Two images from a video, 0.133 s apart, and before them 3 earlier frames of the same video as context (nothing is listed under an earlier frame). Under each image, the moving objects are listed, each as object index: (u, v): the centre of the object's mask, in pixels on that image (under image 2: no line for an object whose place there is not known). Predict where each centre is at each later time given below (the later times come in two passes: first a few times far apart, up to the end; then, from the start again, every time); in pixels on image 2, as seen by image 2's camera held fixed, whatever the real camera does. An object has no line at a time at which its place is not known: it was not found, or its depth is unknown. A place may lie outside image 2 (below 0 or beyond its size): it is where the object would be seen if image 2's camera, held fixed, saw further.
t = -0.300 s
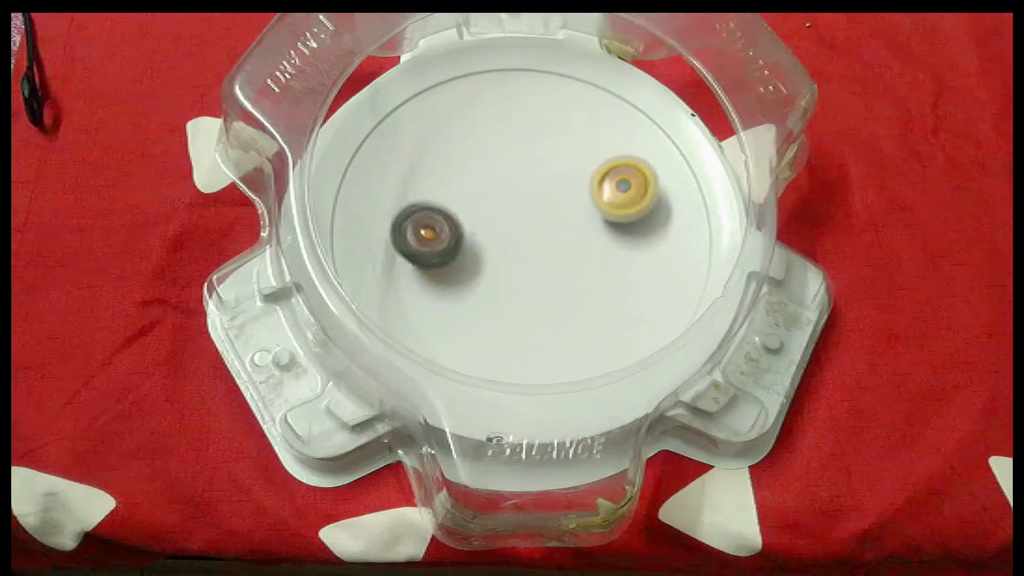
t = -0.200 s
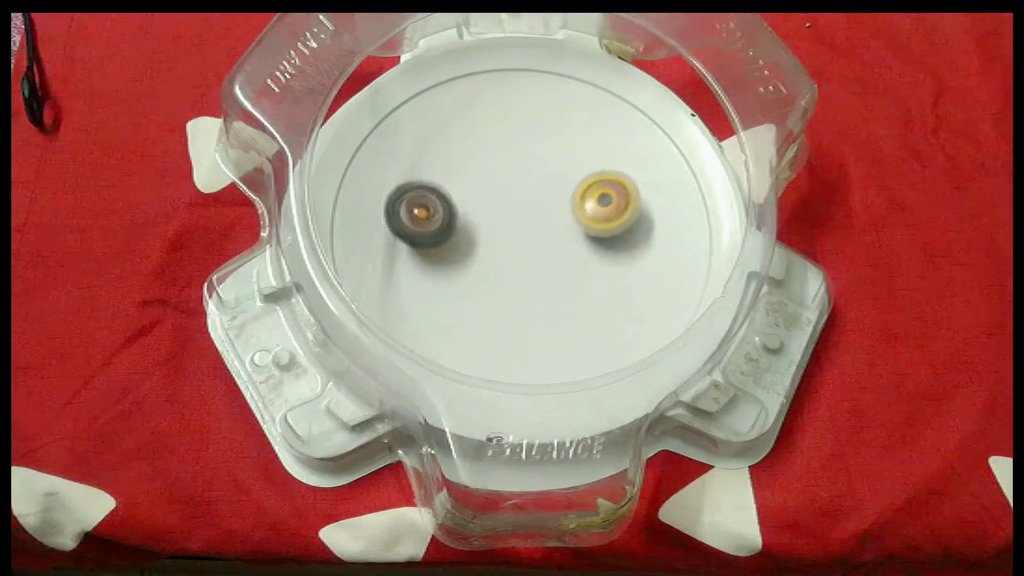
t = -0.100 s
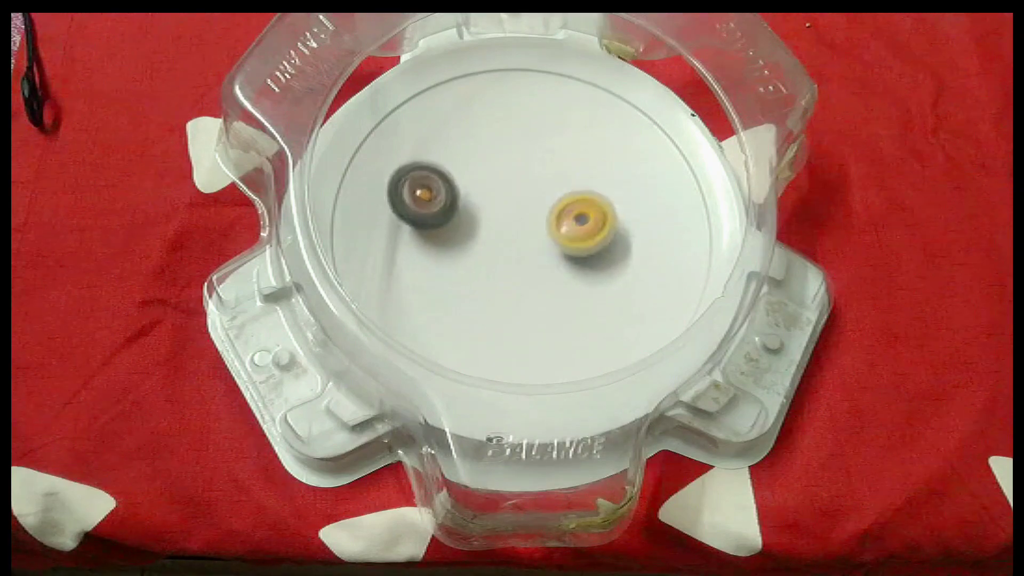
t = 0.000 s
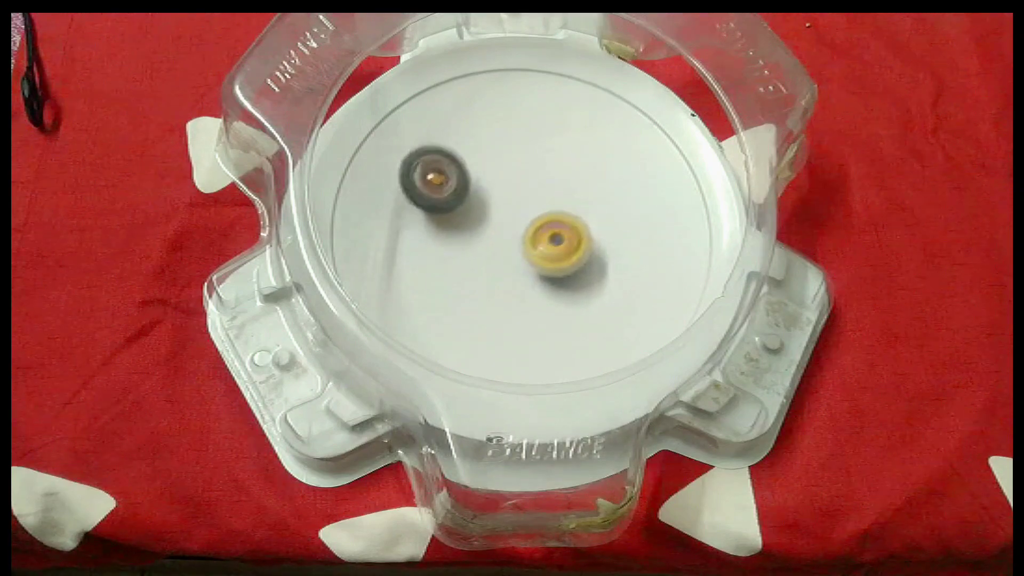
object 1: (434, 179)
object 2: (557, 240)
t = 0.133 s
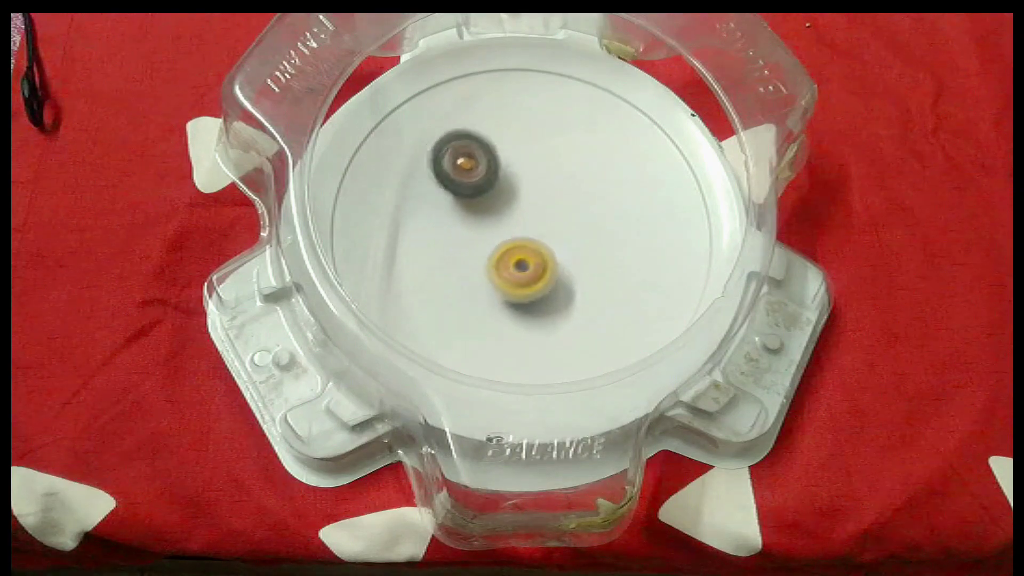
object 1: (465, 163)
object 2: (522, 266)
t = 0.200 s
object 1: (483, 157)
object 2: (506, 280)
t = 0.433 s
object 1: (552, 147)
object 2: (478, 303)
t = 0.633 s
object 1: (600, 148)
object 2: (484, 276)
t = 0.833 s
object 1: (613, 172)
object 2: (492, 221)
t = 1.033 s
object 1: (591, 221)
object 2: (498, 165)
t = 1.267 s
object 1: (545, 277)
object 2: (500, 130)
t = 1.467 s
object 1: (506, 301)
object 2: (516, 151)
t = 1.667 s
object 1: (474, 293)
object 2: (554, 190)
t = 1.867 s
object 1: (463, 253)
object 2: (589, 223)
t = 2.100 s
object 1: (471, 194)
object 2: (603, 243)
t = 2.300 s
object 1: (491, 151)
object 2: (571, 246)
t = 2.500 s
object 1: (522, 133)
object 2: (519, 247)
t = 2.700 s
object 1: (556, 147)
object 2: (473, 246)
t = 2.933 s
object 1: (588, 192)
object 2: (459, 237)
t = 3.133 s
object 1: (595, 235)
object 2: (482, 214)
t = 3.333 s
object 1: (576, 271)
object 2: (513, 183)
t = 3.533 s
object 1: (540, 287)
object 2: (541, 160)
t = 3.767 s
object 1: (499, 268)
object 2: (554, 160)
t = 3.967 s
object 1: (469, 231)
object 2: (553, 189)
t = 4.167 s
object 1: (458, 192)
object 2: (550, 230)
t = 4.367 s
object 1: (472, 168)
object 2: (547, 261)
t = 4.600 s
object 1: (521, 163)
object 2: (534, 264)
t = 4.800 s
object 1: (567, 174)
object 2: (516, 249)
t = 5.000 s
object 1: (596, 194)
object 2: (500, 222)
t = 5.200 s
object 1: (593, 221)
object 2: (489, 195)
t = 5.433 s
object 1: (555, 254)
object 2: (494, 182)
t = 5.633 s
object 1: (510, 270)
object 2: (514, 186)
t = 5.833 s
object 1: (476, 269)
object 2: (541, 202)
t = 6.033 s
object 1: (467, 247)
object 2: (566, 213)
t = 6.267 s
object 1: (486, 206)
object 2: (571, 223)
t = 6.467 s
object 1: (511, 167)
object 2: (554, 228)
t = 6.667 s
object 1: (533, 144)
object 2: (536, 241)
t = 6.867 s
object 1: (550, 152)
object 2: (516, 246)
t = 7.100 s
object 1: (562, 196)
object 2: (502, 238)
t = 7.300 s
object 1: (579, 233)
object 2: (472, 229)
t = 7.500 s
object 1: (576, 262)
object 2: (467, 219)
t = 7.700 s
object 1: (549, 270)
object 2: (492, 206)
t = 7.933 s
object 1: (503, 259)
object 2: (532, 185)
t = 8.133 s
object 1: (477, 236)
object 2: (562, 171)
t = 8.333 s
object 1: (472, 204)
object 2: (577, 175)
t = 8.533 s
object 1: (485, 180)
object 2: (568, 199)
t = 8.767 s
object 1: (517, 169)
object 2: (546, 238)
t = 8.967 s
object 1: (549, 179)
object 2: (520, 262)
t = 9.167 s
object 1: (570, 203)
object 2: (499, 269)
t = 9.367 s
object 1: (570, 232)
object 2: (495, 248)
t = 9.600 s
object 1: (569, 256)
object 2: (483, 207)
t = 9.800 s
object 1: (545, 253)
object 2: (494, 174)
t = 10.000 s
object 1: (512, 235)
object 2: (521, 161)
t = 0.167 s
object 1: (474, 160)
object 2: (514, 273)
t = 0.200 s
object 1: (483, 157)
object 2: (506, 280)
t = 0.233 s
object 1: (493, 155)
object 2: (500, 285)
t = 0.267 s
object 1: (503, 152)
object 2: (493, 290)
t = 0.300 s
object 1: (512, 150)
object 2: (489, 294)
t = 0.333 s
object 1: (522, 149)
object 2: (484, 297)
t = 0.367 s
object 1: (533, 148)
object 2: (481, 301)
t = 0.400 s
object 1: (542, 147)
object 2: (479, 302)
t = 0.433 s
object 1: (552, 147)
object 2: (478, 303)
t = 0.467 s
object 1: (561, 146)
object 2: (478, 302)
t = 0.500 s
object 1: (570, 146)
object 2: (479, 299)
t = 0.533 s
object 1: (579, 146)
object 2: (480, 295)
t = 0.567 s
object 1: (587, 147)
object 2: (481, 290)
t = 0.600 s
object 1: (594, 147)
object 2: (483, 284)
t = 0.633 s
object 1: (600, 148)
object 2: (484, 276)
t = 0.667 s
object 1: (606, 151)
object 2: (486, 268)
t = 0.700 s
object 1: (610, 153)
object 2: (487, 259)
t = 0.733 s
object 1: (613, 156)
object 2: (488, 250)
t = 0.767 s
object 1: (614, 161)
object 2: (489, 241)
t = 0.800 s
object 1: (614, 166)
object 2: (491, 231)
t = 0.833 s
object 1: (613, 172)
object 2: (492, 221)
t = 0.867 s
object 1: (611, 179)
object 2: (493, 212)
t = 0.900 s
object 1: (608, 187)
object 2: (494, 202)
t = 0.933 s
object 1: (605, 195)
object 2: (495, 192)
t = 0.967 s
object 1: (600, 203)
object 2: (496, 183)
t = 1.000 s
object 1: (596, 212)
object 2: (497, 174)
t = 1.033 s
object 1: (591, 221)
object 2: (498, 165)
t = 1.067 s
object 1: (586, 230)
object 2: (498, 157)
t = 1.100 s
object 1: (580, 239)
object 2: (498, 150)
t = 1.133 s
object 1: (573, 247)
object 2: (499, 143)
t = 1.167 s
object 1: (567, 255)
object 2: (498, 138)
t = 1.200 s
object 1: (560, 263)
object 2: (499, 134)
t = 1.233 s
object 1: (553, 270)
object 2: (499, 131)
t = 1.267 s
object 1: (545, 277)
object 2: (500, 130)
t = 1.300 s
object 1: (538, 283)
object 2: (501, 130)
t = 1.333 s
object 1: (532, 287)
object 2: (503, 133)
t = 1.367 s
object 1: (526, 291)
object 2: (505, 135)
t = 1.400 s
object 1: (520, 296)
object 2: (508, 141)
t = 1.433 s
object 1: (513, 298)
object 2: (512, 145)
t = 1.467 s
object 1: (506, 301)
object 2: (516, 151)
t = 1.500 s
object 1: (500, 302)
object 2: (522, 157)
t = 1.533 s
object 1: (494, 302)
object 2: (527, 164)
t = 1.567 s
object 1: (488, 301)
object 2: (534, 170)
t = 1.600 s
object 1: (483, 299)
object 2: (541, 177)
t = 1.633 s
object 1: (478, 296)
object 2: (547, 184)
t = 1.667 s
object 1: (474, 293)
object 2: (554, 190)
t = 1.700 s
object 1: (470, 288)
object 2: (561, 197)
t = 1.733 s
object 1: (468, 282)
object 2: (567, 202)
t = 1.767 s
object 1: (467, 276)
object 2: (573, 208)
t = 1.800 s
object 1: (464, 269)
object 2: (579, 214)
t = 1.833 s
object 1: (463, 261)
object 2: (584, 219)
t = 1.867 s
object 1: (463, 253)
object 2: (589, 223)
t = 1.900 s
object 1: (462, 245)
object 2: (594, 227)
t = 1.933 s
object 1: (463, 237)
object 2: (598, 231)
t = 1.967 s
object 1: (464, 228)
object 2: (602, 234)
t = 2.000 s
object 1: (465, 219)
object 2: (605, 238)
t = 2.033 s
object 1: (467, 211)
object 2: (606, 240)
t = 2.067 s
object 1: (470, 202)
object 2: (606, 242)
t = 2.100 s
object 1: (471, 194)
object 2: (603, 243)
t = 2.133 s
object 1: (474, 185)
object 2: (601, 244)
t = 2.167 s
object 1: (476, 177)
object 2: (597, 245)
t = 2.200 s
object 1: (479, 170)
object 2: (592, 245)
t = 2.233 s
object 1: (483, 163)
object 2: (586, 245)
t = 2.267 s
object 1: (487, 157)
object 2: (578, 246)
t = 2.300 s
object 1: (491, 151)
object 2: (571, 246)
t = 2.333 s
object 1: (496, 146)
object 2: (563, 246)
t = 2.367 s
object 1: (501, 141)
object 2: (555, 246)
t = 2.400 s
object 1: (506, 138)
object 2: (546, 246)
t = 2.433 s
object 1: (511, 135)
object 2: (537, 246)
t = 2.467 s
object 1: (516, 133)
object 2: (528, 246)
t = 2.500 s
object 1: (522, 133)
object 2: (519, 247)
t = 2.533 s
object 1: (528, 133)
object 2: (510, 247)
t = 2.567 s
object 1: (533, 135)
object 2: (501, 247)
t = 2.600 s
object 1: (539, 137)
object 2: (493, 246)
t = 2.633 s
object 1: (545, 140)
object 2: (486, 246)
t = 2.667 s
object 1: (551, 143)
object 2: (479, 246)
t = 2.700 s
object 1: (556, 147)
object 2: (473, 246)
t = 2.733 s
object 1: (561, 152)
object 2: (468, 245)
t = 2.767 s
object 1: (566, 158)
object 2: (464, 244)
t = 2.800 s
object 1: (571, 164)
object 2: (460, 243)
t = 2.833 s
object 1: (576, 171)
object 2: (458, 242)
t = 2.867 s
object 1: (580, 178)
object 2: (457, 241)
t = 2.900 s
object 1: (585, 185)
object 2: (458, 239)
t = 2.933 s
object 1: (588, 192)
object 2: (459, 237)
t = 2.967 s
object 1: (590, 199)
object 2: (461, 235)
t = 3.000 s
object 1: (592, 206)
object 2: (465, 231)
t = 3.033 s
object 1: (594, 214)
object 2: (469, 228)
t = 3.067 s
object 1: (595, 221)
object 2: (473, 224)
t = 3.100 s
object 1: (595, 229)
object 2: (478, 219)
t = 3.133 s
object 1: (595, 235)
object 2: (482, 214)
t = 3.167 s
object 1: (594, 241)
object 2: (487, 210)
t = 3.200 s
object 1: (591, 248)
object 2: (493, 204)
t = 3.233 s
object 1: (588, 254)
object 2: (498, 199)
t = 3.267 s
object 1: (585, 260)
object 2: (502, 193)
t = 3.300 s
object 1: (580, 266)
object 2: (508, 188)
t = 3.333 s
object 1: (576, 271)
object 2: (513, 183)
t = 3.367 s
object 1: (571, 276)
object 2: (518, 179)
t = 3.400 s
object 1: (565, 280)
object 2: (523, 174)
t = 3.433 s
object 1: (559, 283)
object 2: (528, 170)
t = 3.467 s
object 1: (553, 286)
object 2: (533, 166)
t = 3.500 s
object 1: (547, 287)
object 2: (537, 163)
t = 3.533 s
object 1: (540, 287)
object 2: (541, 160)
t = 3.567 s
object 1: (534, 285)
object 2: (545, 158)
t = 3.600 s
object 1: (530, 283)
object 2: (547, 157)
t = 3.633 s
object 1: (525, 282)
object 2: (550, 155)
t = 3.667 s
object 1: (518, 280)
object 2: (551, 155)
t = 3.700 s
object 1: (511, 276)
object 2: (553, 156)
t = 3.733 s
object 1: (505, 273)
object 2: (554, 157)
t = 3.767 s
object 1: (499, 268)
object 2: (554, 160)
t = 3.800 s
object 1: (493, 262)
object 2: (555, 163)
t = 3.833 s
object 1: (487, 257)
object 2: (555, 167)
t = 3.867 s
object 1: (481, 250)
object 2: (554, 171)
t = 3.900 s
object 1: (476, 244)
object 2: (554, 177)
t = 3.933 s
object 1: (473, 238)
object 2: (553, 183)
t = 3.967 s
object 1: (469, 231)
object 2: (553, 189)
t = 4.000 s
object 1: (466, 223)
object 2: (552, 196)
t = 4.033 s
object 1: (462, 217)
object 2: (551, 204)
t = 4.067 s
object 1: (460, 210)
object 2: (551, 210)
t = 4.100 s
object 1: (459, 204)
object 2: (551, 217)
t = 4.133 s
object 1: (458, 198)
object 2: (551, 223)
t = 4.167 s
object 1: (458, 192)
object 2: (550, 230)
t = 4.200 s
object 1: (458, 187)
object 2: (550, 236)
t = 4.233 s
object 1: (459, 182)
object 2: (549, 242)
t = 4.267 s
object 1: (461, 178)
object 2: (548, 247)
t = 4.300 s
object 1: (464, 174)
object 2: (548, 253)
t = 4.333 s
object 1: (468, 170)
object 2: (547, 257)
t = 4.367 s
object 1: (472, 168)
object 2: (547, 261)
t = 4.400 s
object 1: (478, 166)
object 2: (546, 264)
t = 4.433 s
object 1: (484, 165)
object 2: (545, 266)
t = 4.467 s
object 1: (491, 164)
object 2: (544, 267)
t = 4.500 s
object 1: (498, 163)
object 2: (542, 267)
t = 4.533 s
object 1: (506, 162)
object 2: (540, 267)
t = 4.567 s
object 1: (513, 162)
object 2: (537, 266)
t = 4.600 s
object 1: (521, 163)
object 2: (534, 264)
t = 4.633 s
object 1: (529, 164)
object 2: (531, 262)
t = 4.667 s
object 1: (537, 166)
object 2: (528, 260)
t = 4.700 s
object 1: (545, 167)
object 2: (525, 257)
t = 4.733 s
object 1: (552, 169)
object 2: (521, 255)
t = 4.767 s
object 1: (560, 172)
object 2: (518, 252)
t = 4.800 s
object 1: (567, 174)
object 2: (516, 249)
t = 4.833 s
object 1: (573, 177)
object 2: (513, 245)
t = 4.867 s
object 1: (579, 179)
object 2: (511, 241)
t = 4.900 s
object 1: (584, 183)
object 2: (507, 236)
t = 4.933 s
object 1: (589, 186)
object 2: (505, 232)
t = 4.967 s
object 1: (592, 190)
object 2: (503, 227)
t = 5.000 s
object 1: (596, 194)
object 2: (500, 222)
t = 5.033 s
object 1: (598, 198)
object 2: (497, 218)
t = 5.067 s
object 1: (598, 202)
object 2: (495, 213)
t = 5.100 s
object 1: (598, 207)
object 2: (493, 208)
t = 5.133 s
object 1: (597, 211)
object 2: (491, 203)
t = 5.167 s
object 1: (595, 215)
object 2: (490, 200)
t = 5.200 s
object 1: (593, 221)
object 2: (489, 195)
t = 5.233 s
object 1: (589, 226)
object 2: (488, 192)
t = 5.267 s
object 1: (585, 231)
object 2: (488, 189)
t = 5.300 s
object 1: (580, 236)
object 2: (488, 187)
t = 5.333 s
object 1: (574, 240)
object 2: (488, 185)
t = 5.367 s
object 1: (568, 245)
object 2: (490, 183)
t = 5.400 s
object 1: (561, 250)
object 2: (492, 183)
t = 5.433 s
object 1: (555, 254)
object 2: (494, 182)
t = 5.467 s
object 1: (548, 257)
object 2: (496, 183)
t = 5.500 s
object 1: (540, 260)
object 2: (499, 182)
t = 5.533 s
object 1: (532, 263)
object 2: (502, 183)
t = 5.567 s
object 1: (525, 265)
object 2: (506, 184)
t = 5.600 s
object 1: (517, 269)
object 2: (510, 185)
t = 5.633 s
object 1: (510, 270)
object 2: (514, 186)
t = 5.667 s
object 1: (503, 272)
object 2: (518, 188)
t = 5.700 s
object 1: (496, 273)
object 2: (523, 190)
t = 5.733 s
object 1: (491, 273)
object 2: (527, 193)
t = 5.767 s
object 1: (485, 272)
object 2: (532, 196)
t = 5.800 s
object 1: (481, 270)
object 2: (537, 199)
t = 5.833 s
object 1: (476, 269)
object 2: (541, 202)
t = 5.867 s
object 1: (472, 267)
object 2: (546, 204)
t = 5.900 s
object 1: (469, 264)
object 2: (551, 207)
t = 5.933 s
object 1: (467, 260)
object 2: (555, 209)
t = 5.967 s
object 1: (466, 256)
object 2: (560, 211)
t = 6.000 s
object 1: (466, 252)
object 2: (563, 212)
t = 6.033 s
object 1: (467, 247)
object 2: (566, 213)
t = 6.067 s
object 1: (468, 242)
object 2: (569, 215)
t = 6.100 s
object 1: (470, 236)
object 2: (571, 217)
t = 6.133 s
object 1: (472, 231)
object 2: (573, 219)
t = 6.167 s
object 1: (475, 224)
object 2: (573, 220)
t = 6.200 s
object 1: (478, 218)
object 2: (573, 221)
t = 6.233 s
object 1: (482, 211)
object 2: (572, 222)
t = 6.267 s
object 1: (486, 206)
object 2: (571, 223)
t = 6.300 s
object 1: (490, 199)
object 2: (570, 223)
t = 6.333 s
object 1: (494, 193)
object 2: (568, 224)
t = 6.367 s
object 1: (499, 186)
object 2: (565, 224)
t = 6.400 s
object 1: (503, 181)
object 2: (561, 225)
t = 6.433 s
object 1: (508, 175)
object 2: (557, 225)
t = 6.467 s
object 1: (511, 167)
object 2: (554, 228)
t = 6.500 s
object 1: (514, 162)
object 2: (552, 231)
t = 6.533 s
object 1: (518, 158)
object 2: (549, 234)
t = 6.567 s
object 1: (522, 153)
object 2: (545, 236)
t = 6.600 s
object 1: (525, 149)
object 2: (542, 237)
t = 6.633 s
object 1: (530, 146)
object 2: (539, 239)
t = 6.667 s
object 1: (533, 144)
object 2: (536, 241)
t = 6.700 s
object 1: (536, 143)
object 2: (533, 242)
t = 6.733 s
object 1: (539, 143)
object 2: (529, 243)
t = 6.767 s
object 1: (542, 143)
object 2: (525, 244)
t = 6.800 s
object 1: (544, 145)
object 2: (522, 245)
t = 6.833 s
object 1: (547, 148)
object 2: (519, 246)
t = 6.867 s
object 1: (550, 152)
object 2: (516, 246)
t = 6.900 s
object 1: (552, 156)
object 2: (513, 246)
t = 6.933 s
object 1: (555, 161)
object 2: (510, 245)
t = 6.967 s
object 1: (557, 168)
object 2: (508, 244)
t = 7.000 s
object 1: (558, 175)
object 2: (506, 243)
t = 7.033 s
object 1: (560, 181)
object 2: (504, 242)
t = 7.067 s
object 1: (561, 188)
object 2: (503, 240)
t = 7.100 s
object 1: (562, 196)
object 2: (502, 238)
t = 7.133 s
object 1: (562, 203)
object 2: (500, 235)
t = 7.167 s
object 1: (568, 209)
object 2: (492, 233)
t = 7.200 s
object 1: (571, 215)
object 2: (486, 232)
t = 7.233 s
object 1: (574, 222)
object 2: (481, 231)
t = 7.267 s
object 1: (577, 227)
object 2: (475, 230)
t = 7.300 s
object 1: (579, 233)
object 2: (472, 229)
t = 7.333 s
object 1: (580, 239)
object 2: (469, 228)
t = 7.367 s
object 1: (581, 245)
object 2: (467, 226)
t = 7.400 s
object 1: (581, 249)
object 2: (465, 224)
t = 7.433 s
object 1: (580, 254)
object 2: (465, 223)
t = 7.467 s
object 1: (578, 259)
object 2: (466, 221)
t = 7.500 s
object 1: (576, 262)
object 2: (467, 219)
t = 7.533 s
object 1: (573, 266)
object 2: (470, 218)
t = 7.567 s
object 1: (569, 269)
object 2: (473, 216)
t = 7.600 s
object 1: (565, 271)
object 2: (477, 213)
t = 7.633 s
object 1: (561, 272)
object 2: (482, 211)
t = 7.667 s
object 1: (555, 272)
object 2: (486, 208)
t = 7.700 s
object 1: (549, 270)
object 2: (492, 206)
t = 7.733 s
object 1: (542, 270)
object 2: (497, 203)
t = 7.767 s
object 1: (536, 268)
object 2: (503, 200)
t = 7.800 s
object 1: (529, 265)
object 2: (508, 198)
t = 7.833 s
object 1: (522, 263)
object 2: (515, 195)
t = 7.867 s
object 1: (515, 263)
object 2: (520, 191)
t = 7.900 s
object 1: (509, 262)
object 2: (526, 188)
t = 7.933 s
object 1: (503, 259)
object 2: (532, 185)
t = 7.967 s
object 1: (497, 256)
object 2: (537, 182)
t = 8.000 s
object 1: (493, 253)
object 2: (543, 179)
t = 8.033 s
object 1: (487, 250)
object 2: (548, 176)
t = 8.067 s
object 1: (484, 245)
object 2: (552, 174)
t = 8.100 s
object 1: (480, 240)
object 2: (558, 173)
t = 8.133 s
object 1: (477, 236)
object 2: (562, 171)
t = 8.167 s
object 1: (475, 231)
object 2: (566, 170)
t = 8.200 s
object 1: (473, 225)
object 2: (570, 170)
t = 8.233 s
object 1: (471, 220)
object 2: (573, 171)
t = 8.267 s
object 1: (471, 215)
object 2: (575, 171)
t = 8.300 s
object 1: (471, 209)
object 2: (576, 172)
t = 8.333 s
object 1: (472, 204)
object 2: (577, 175)
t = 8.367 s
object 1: (473, 198)
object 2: (577, 178)
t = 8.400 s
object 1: (474, 193)
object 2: (576, 182)
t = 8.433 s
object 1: (476, 189)
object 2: (575, 186)
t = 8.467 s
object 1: (478, 186)
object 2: (572, 190)
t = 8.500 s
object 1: (482, 182)
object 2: (570, 195)
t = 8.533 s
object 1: (485, 180)
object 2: (568, 199)
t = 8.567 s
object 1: (490, 177)
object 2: (565, 204)
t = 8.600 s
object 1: (494, 175)
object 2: (561, 208)
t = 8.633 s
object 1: (499, 173)
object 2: (558, 215)
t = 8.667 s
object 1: (503, 171)
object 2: (555, 222)
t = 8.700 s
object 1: (508, 170)
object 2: (554, 227)
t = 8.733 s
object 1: (512, 169)
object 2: (550, 233)
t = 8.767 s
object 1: (517, 169)
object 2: (546, 238)
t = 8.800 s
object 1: (523, 170)
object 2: (543, 243)
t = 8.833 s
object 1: (529, 171)
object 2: (539, 248)
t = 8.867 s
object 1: (534, 172)
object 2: (534, 252)
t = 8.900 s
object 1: (540, 174)
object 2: (530, 256)
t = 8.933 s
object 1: (545, 176)
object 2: (525, 260)
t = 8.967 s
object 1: (549, 179)
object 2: (520, 262)
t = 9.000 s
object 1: (554, 183)
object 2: (516, 265)
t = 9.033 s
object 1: (558, 185)
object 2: (511, 267)
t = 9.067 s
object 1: (561, 190)
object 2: (508, 269)
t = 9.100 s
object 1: (565, 193)
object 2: (504, 269)
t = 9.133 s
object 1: (567, 198)
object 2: (501, 269)
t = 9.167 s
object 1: (570, 203)
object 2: (499, 269)
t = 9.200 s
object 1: (571, 207)
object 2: (497, 266)
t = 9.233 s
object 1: (572, 212)
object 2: (495, 264)
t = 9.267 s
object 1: (572, 218)
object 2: (494, 262)
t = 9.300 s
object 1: (572, 222)
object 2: (494, 258)
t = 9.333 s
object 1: (571, 228)
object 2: (495, 253)
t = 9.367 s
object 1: (570, 232)
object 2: (495, 248)
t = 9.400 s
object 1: (568, 237)
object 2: (495, 243)
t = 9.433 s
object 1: (571, 241)
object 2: (491, 237)
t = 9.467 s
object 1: (572, 246)
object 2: (489, 231)
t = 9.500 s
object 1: (574, 249)
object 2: (486, 226)
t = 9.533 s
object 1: (572, 253)
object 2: (485, 219)
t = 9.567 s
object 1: (573, 254)
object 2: (484, 214)
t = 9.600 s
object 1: (569, 256)
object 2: (483, 207)
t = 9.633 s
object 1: (568, 257)
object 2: (484, 201)
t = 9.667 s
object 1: (564, 257)
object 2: (485, 195)
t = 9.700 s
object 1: (560, 257)
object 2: (487, 189)
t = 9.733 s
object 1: (555, 256)
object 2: (489, 183)
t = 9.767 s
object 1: (549, 255)
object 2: (492, 179)
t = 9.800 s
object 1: (545, 253)
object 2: (494, 174)
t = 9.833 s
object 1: (538, 251)
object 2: (497, 170)
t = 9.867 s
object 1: (533, 248)
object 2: (502, 167)
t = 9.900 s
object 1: (527, 246)
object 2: (506, 164)
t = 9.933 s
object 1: (522, 242)
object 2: (510, 162)
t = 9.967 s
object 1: (516, 239)
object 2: (515, 161)
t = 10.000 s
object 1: (512, 235)
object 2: (521, 161)
